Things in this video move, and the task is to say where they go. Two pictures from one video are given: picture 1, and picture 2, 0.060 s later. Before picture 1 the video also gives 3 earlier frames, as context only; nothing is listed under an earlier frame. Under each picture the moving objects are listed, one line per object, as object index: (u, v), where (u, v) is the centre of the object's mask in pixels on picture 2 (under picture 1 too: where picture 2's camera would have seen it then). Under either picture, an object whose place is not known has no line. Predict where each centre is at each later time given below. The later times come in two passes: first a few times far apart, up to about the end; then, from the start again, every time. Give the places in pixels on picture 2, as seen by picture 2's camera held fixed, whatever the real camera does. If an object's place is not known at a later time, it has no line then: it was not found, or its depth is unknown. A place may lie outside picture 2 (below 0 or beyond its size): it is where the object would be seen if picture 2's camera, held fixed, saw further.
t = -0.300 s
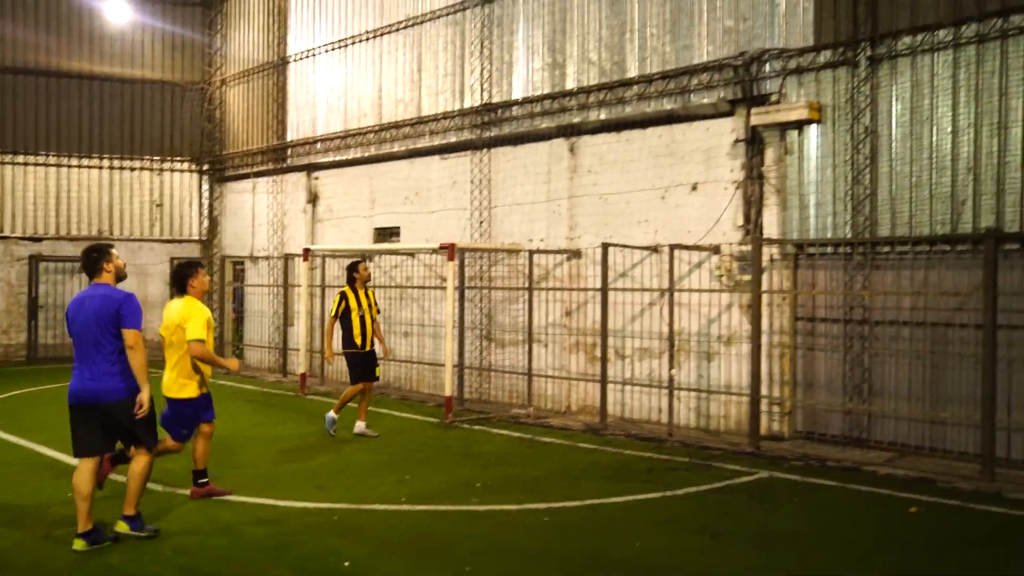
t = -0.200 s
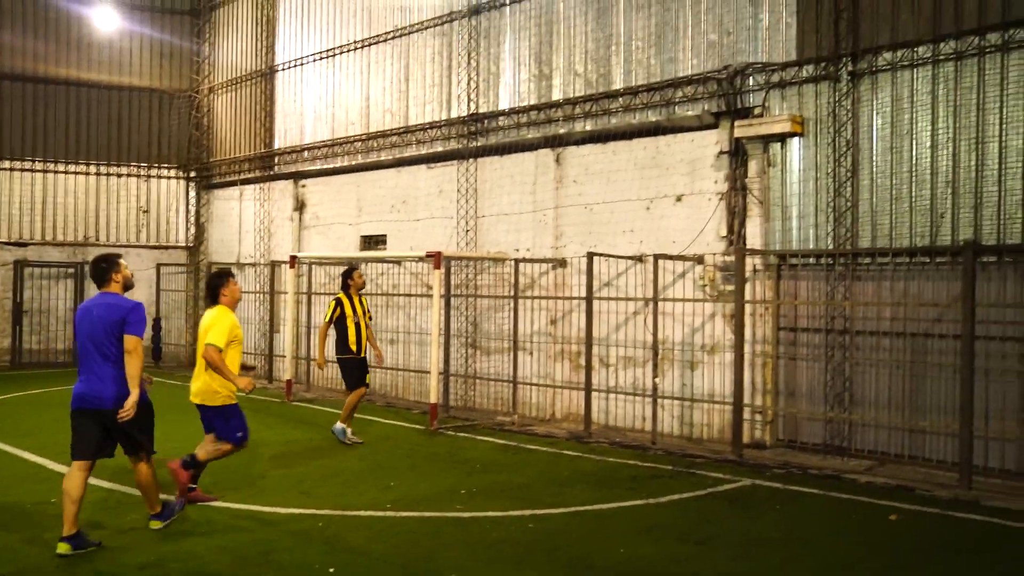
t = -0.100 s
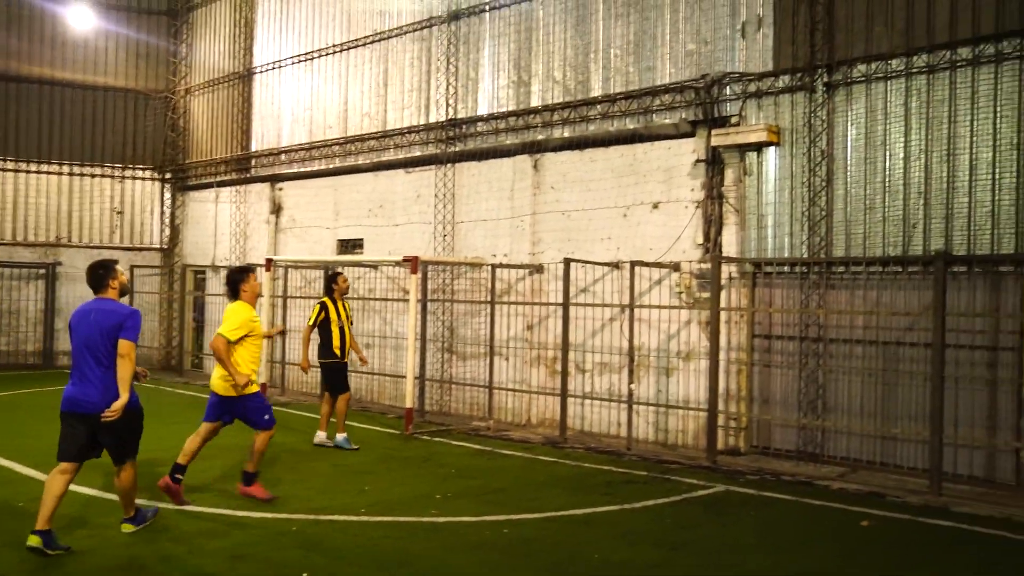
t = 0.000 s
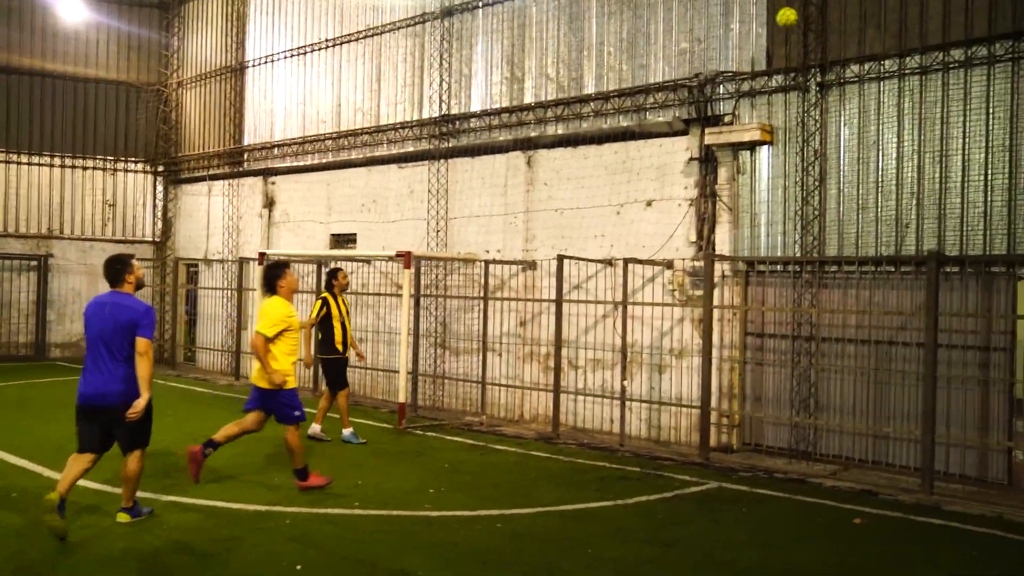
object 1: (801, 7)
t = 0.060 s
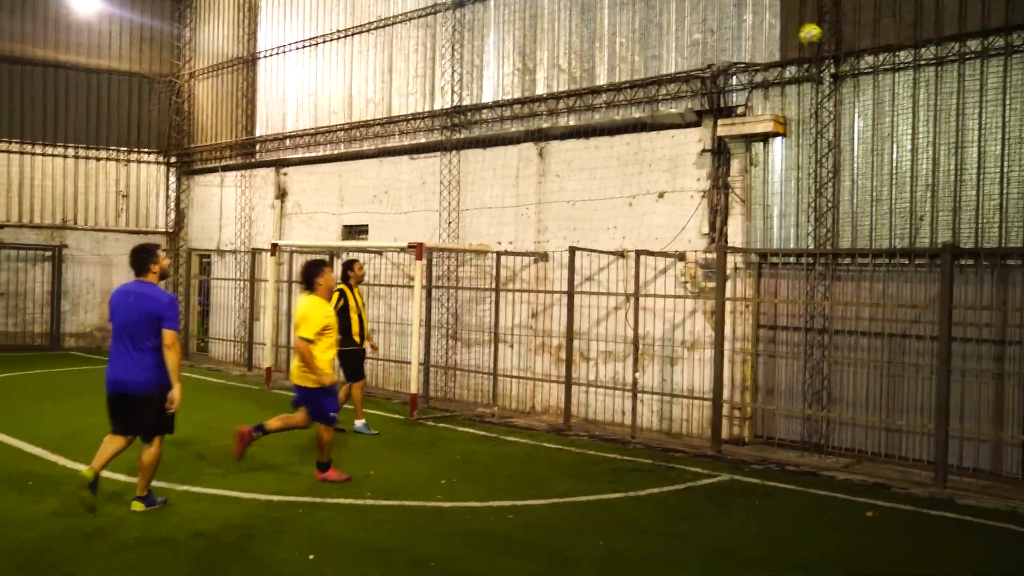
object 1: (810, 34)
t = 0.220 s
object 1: (838, 121)
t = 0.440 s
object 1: (869, 235)
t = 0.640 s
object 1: (886, 227)
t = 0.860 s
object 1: (905, 272)
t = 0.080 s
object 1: (814, 43)
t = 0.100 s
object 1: (818, 53)
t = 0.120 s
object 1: (821, 63)
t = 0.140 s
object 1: (824, 73)
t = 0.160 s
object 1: (828, 85)
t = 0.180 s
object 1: (831, 96)
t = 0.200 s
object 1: (835, 108)
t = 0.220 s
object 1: (838, 121)
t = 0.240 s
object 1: (842, 135)
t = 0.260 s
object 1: (844, 149)
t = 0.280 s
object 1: (848, 162)
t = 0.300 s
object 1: (852, 177)
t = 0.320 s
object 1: (855, 191)
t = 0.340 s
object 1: (858, 208)
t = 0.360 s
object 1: (862, 221)
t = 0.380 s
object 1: (864, 237)
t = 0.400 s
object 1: (866, 241)
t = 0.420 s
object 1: (867, 238)
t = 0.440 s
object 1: (869, 235)
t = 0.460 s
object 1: (872, 233)
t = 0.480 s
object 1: (874, 230)
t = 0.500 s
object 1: (876, 228)
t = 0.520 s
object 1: (877, 227)
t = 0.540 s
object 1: (878, 226)
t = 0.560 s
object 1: (880, 226)
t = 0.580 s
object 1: (882, 226)
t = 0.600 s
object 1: (883, 225)
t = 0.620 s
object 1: (884, 226)
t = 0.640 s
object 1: (886, 227)
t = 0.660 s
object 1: (887, 229)
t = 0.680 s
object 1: (890, 231)
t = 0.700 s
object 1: (891, 233)
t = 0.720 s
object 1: (892, 236)
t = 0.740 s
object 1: (893, 238)
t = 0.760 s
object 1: (896, 243)
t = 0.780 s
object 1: (898, 249)
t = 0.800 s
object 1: (900, 253)
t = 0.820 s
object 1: (901, 259)
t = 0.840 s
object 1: (902, 265)
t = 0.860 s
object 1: (905, 272)
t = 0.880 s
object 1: (906, 279)
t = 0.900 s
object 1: (908, 287)
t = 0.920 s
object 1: (909, 297)
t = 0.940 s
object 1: (912, 306)
